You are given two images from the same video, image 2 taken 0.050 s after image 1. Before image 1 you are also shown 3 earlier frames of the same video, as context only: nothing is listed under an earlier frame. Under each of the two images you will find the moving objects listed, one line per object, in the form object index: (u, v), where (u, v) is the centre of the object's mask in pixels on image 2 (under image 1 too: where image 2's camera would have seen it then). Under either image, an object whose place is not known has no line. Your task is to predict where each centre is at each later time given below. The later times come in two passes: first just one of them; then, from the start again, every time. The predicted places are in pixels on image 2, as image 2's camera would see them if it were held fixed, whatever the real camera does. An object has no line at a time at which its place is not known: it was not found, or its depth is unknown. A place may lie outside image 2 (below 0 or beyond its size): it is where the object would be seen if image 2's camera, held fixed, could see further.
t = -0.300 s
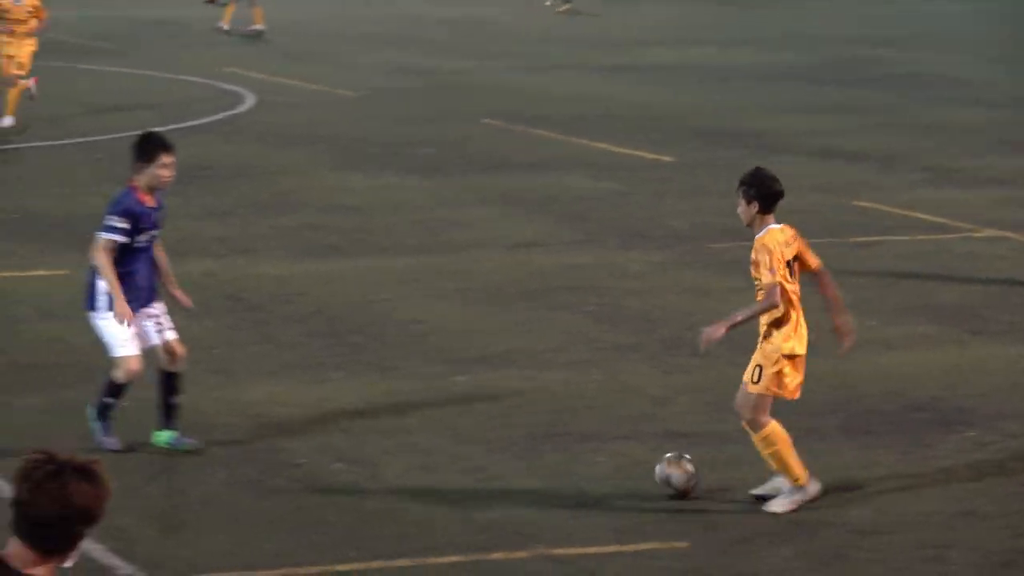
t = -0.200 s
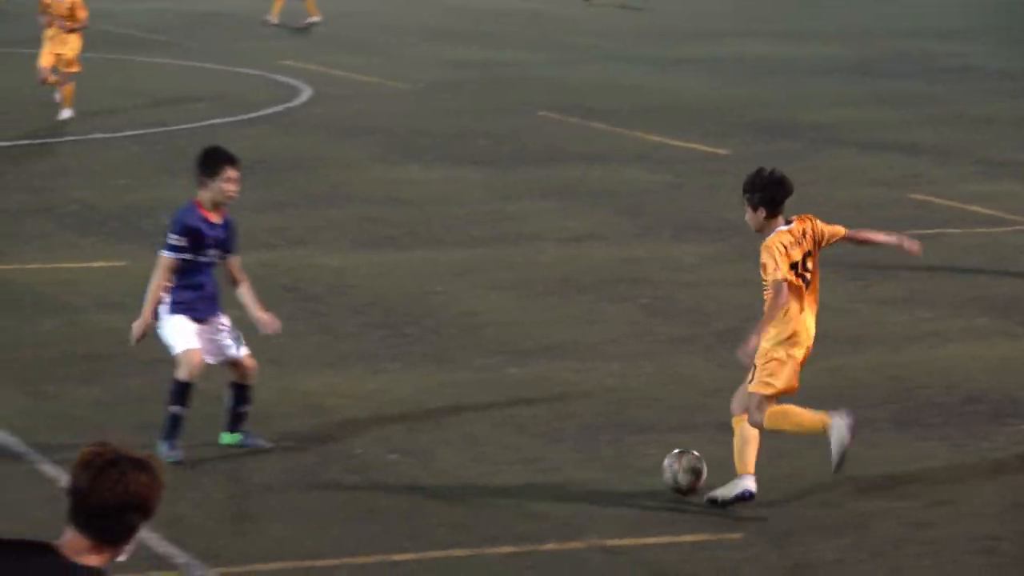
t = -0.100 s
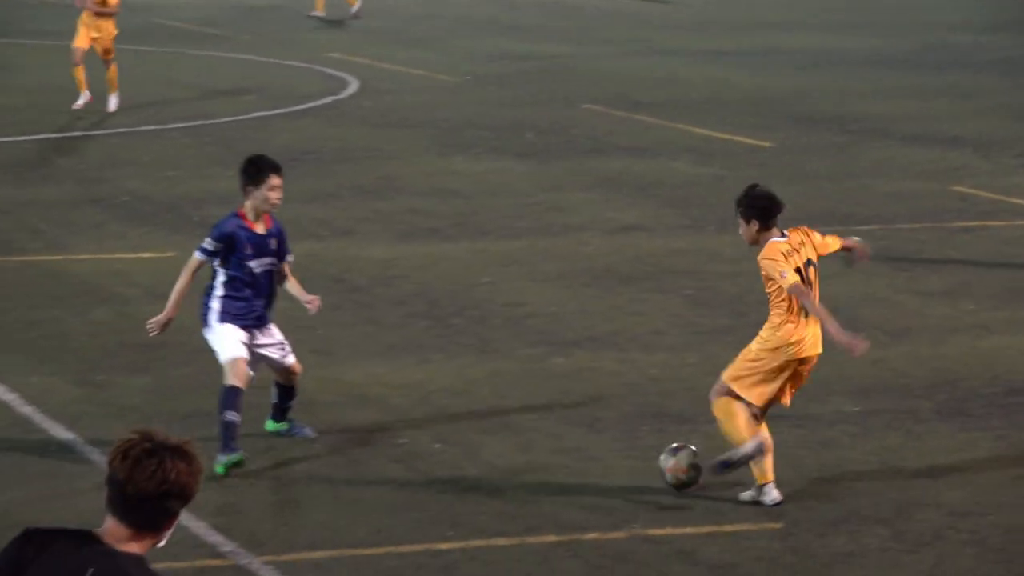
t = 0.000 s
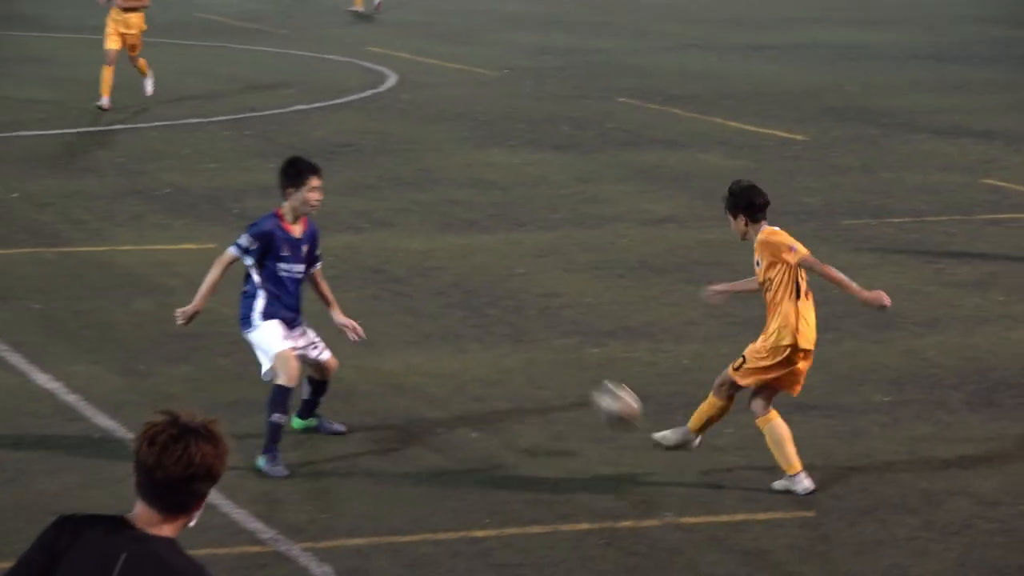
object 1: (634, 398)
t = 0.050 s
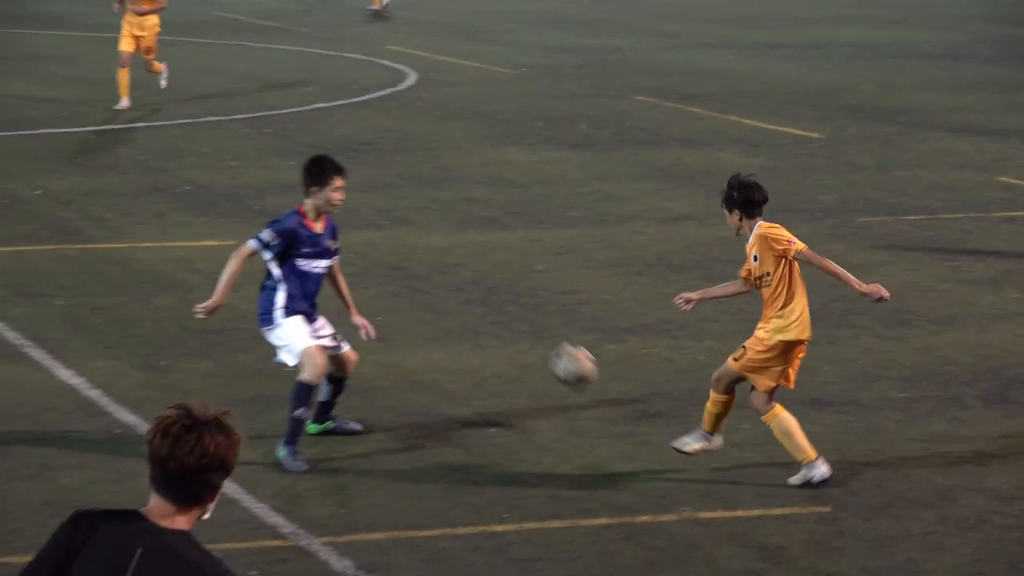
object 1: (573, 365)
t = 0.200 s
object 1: (420, 295)
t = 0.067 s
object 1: (556, 355)
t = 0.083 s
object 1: (535, 345)
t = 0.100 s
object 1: (518, 336)
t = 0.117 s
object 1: (502, 327)
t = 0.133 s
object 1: (485, 320)
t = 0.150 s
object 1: (468, 313)
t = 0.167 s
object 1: (452, 306)
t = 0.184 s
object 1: (436, 300)
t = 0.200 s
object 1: (420, 295)
